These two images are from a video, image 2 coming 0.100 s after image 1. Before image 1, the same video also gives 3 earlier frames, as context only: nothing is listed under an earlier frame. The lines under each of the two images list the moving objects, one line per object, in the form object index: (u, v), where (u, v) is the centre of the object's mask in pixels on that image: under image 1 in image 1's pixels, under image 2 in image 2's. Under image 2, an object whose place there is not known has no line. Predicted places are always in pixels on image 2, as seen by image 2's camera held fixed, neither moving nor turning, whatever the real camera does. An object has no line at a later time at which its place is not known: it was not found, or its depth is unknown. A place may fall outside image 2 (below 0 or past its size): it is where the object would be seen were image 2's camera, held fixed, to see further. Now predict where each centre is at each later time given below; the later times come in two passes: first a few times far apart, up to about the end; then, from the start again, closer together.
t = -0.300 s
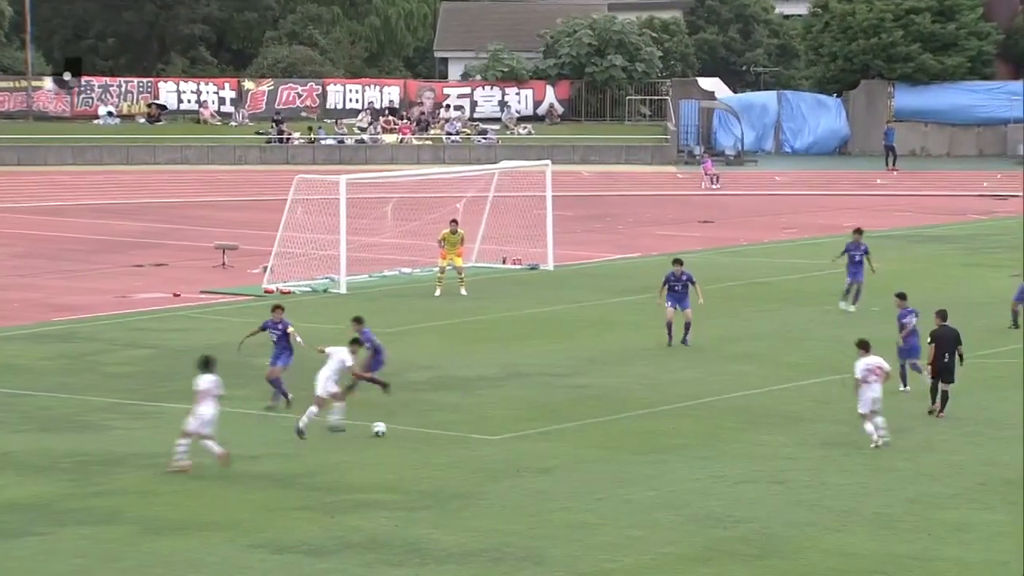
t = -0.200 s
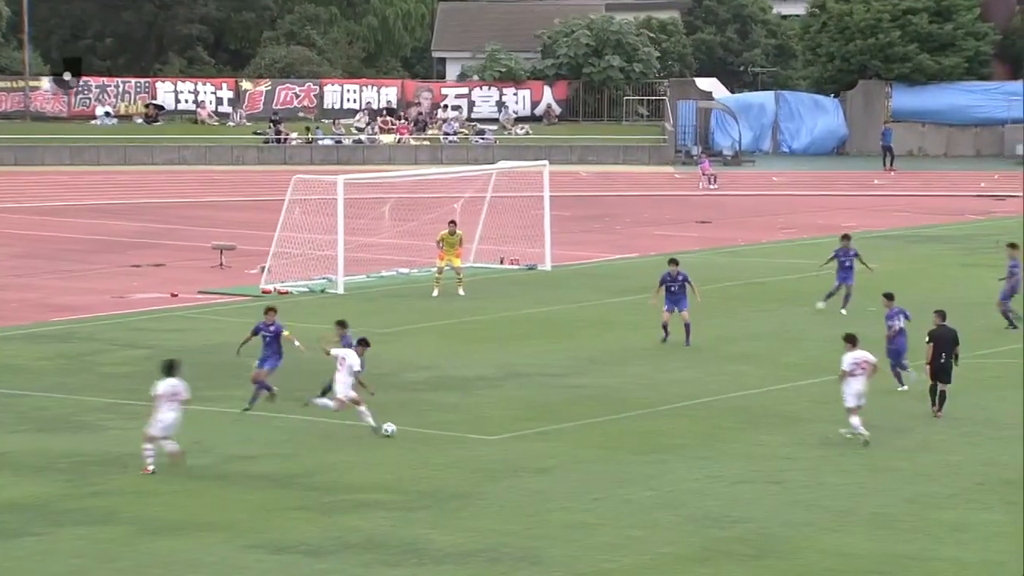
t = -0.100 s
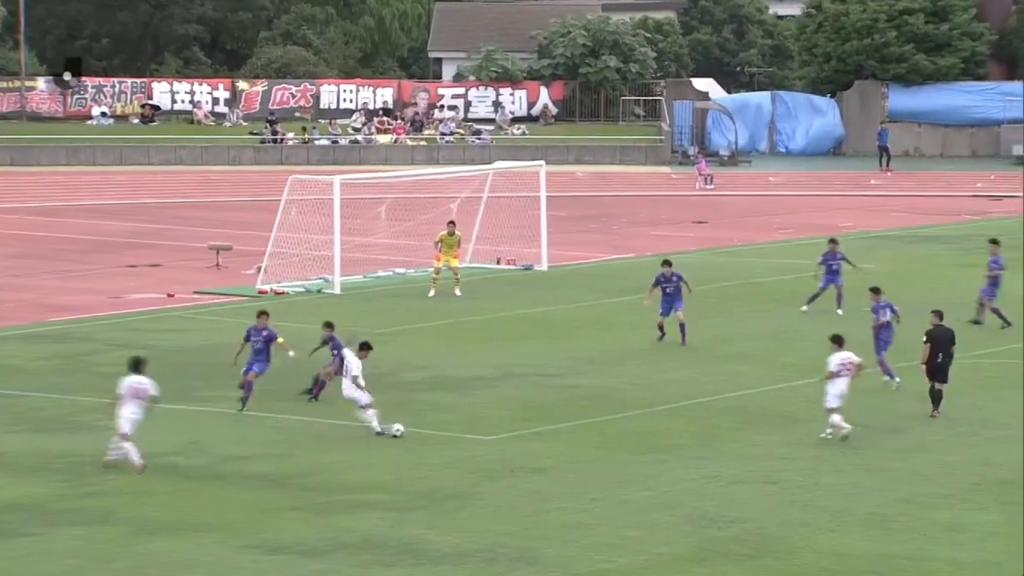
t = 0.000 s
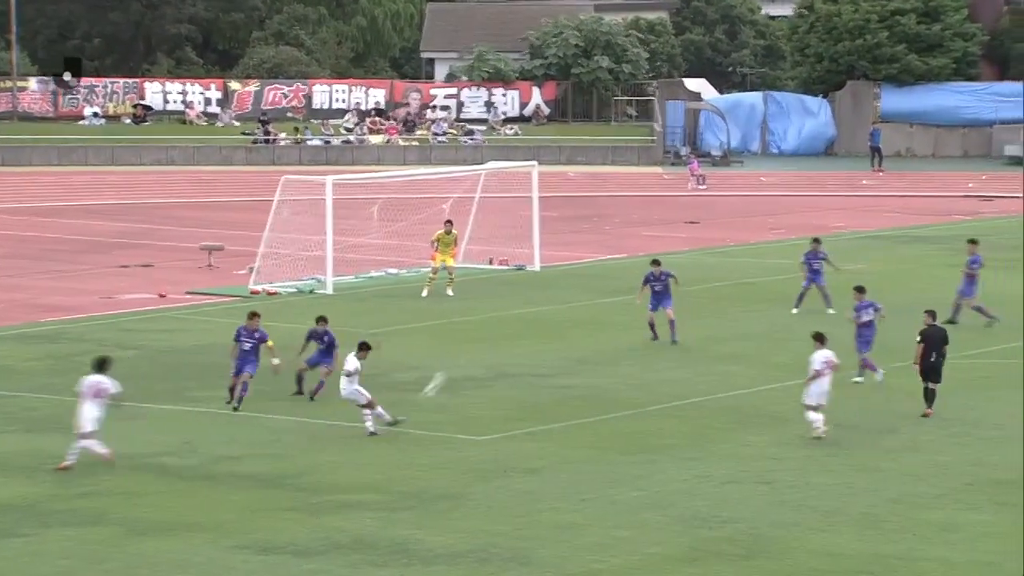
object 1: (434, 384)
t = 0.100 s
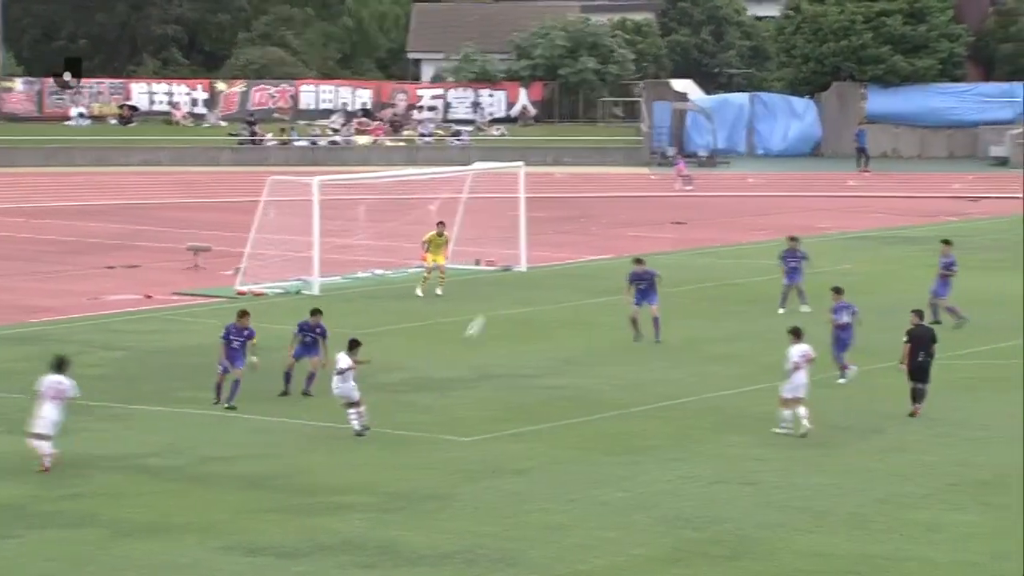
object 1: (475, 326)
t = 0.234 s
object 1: (534, 261)
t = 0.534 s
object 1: (627, 164)
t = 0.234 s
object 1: (534, 261)
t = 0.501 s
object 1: (618, 172)
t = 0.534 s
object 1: (627, 164)
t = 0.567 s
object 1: (635, 157)
